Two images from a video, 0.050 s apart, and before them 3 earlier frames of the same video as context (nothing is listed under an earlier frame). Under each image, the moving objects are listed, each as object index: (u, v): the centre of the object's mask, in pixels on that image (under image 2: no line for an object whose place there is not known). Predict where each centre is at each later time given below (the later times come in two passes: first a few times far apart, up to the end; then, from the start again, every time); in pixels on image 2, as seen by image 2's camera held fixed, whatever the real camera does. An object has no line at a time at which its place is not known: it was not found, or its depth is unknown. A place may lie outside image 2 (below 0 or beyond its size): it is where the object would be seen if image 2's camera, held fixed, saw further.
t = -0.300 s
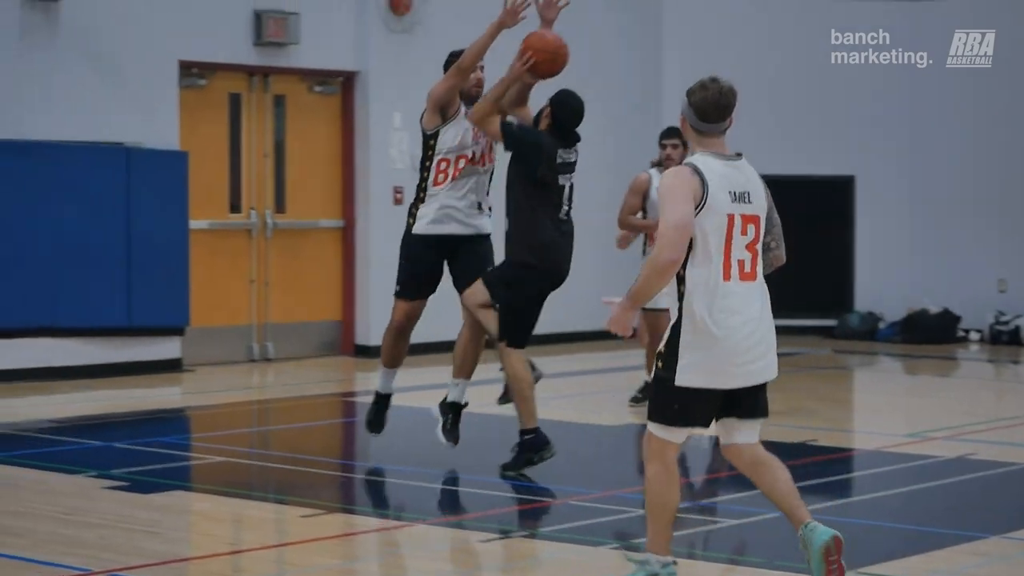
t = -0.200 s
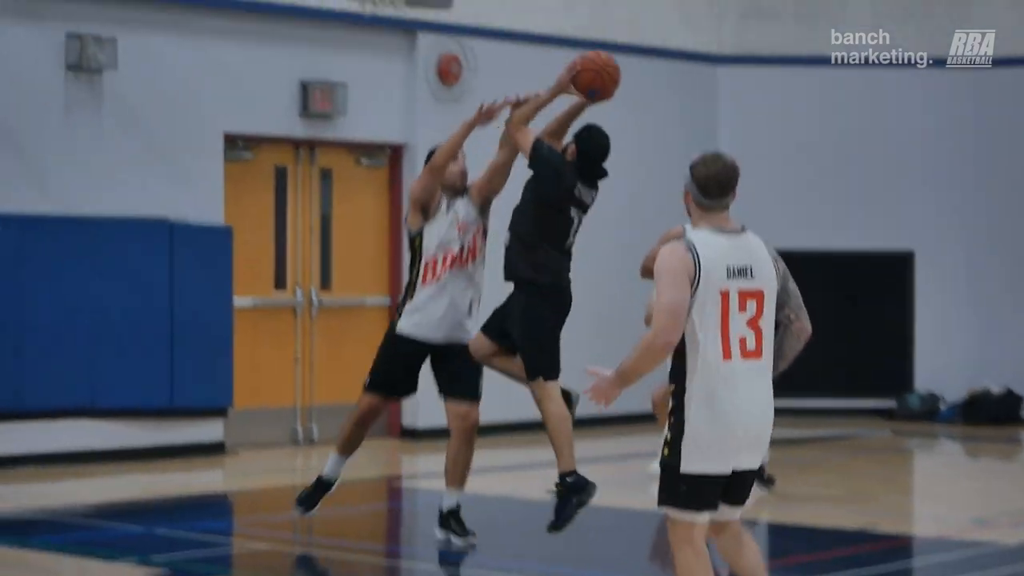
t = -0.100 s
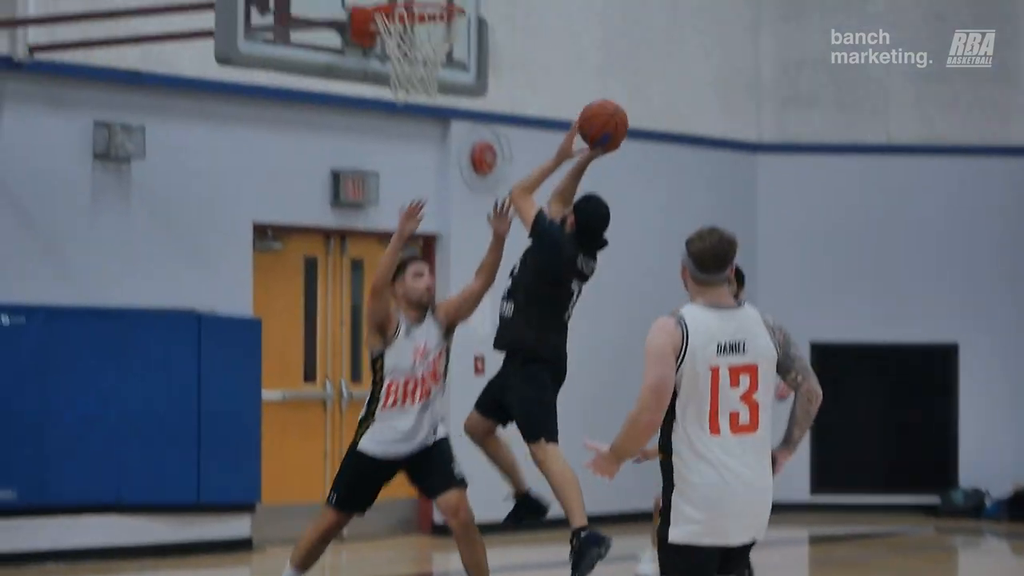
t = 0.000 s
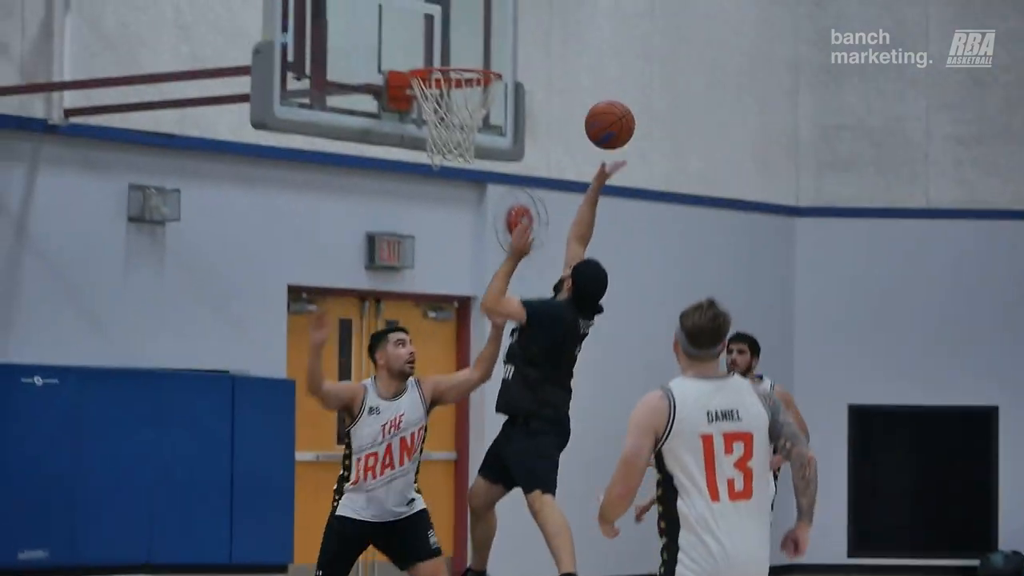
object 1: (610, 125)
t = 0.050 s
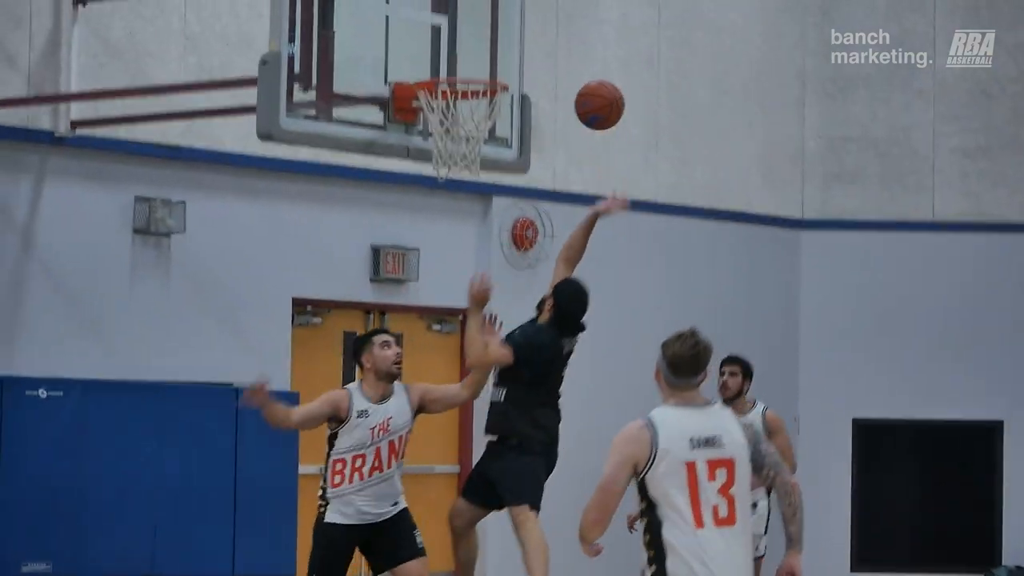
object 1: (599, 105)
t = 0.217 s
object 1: (545, 38)
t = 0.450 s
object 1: (472, 40)
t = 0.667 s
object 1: (420, 62)
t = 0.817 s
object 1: (389, 104)
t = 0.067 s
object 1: (594, 95)
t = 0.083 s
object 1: (589, 87)
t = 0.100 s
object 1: (583, 79)
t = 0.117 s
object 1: (578, 71)
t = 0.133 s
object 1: (572, 64)
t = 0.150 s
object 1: (567, 58)
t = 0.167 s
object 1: (561, 52)
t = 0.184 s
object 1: (556, 47)
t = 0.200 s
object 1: (551, 42)
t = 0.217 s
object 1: (545, 38)
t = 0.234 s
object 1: (540, 35)
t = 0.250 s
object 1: (535, 31)
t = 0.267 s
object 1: (529, 29)
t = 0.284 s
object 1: (524, 28)
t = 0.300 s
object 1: (519, 26)
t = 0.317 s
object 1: (513, 25)
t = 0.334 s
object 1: (508, 25)
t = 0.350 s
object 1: (502, 26)
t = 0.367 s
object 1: (497, 27)
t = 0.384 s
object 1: (492, 28)
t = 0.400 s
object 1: (487, 30)
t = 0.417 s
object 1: (482, 33)
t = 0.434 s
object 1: (477, 36)
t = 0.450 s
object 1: (472, 40)
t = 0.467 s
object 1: (466, 44)
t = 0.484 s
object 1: (461, 48)
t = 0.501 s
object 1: (456, 53)
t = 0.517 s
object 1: (450, 59)
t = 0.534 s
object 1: (447, 62)
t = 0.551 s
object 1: (443, 61)
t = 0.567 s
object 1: (440, 59)
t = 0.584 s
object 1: (437, 58)
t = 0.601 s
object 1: (433, 58)
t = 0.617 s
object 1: (430, 58)
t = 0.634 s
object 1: (426, 59)
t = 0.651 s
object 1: (423, 61)
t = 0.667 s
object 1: (420, 62)
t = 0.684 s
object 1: (416, 65)
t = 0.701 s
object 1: (413, 67)
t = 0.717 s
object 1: (410, 71)
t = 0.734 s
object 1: (406, 77)
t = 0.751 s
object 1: (403, 81)
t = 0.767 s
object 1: (399, 86)
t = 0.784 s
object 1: (395, 90)
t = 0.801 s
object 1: (392, 97)
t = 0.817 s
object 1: (389, 104)
